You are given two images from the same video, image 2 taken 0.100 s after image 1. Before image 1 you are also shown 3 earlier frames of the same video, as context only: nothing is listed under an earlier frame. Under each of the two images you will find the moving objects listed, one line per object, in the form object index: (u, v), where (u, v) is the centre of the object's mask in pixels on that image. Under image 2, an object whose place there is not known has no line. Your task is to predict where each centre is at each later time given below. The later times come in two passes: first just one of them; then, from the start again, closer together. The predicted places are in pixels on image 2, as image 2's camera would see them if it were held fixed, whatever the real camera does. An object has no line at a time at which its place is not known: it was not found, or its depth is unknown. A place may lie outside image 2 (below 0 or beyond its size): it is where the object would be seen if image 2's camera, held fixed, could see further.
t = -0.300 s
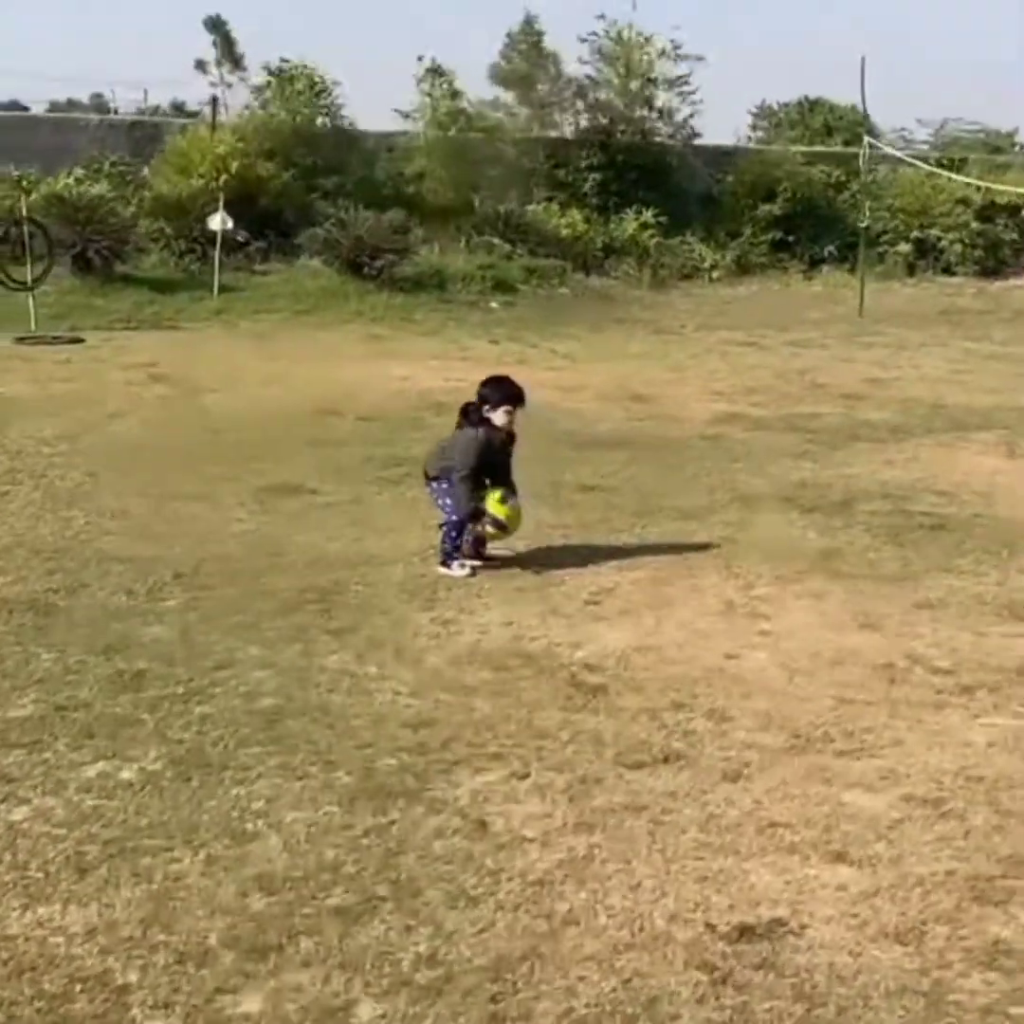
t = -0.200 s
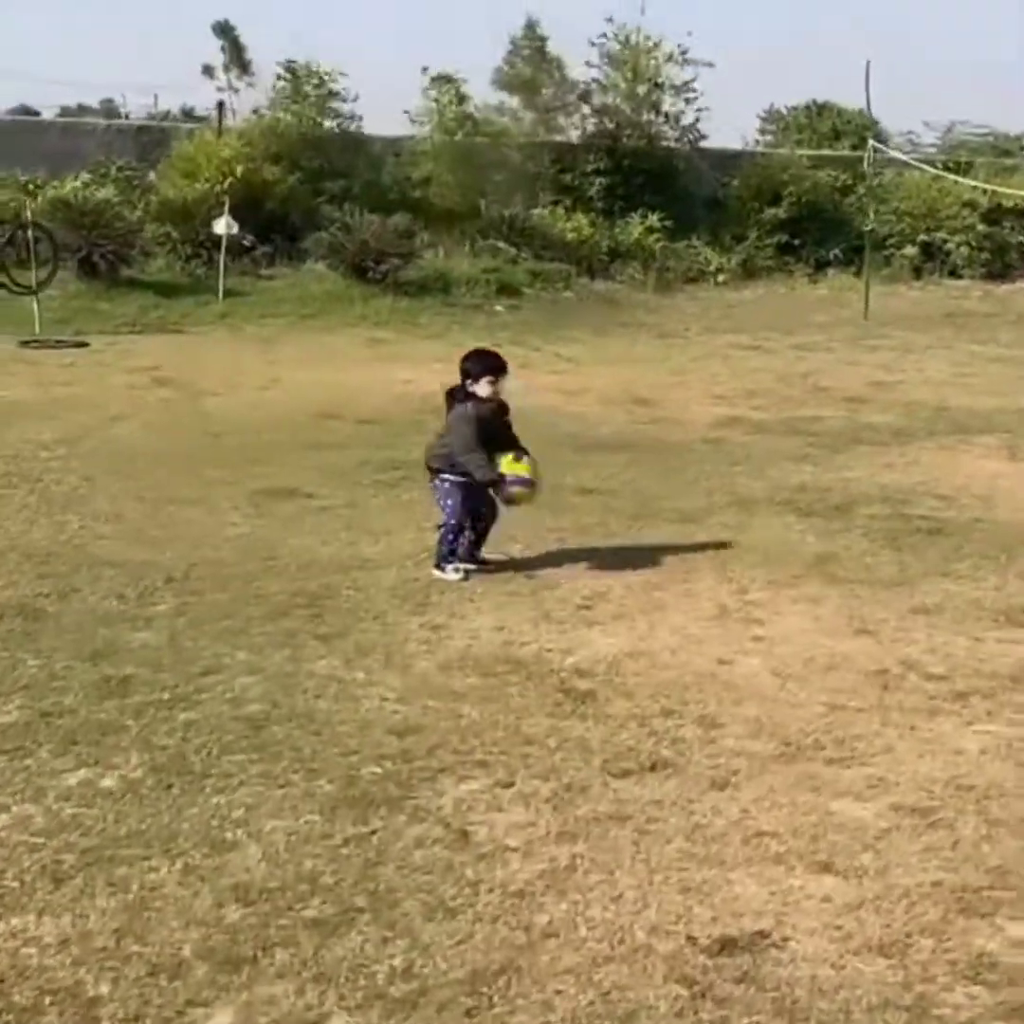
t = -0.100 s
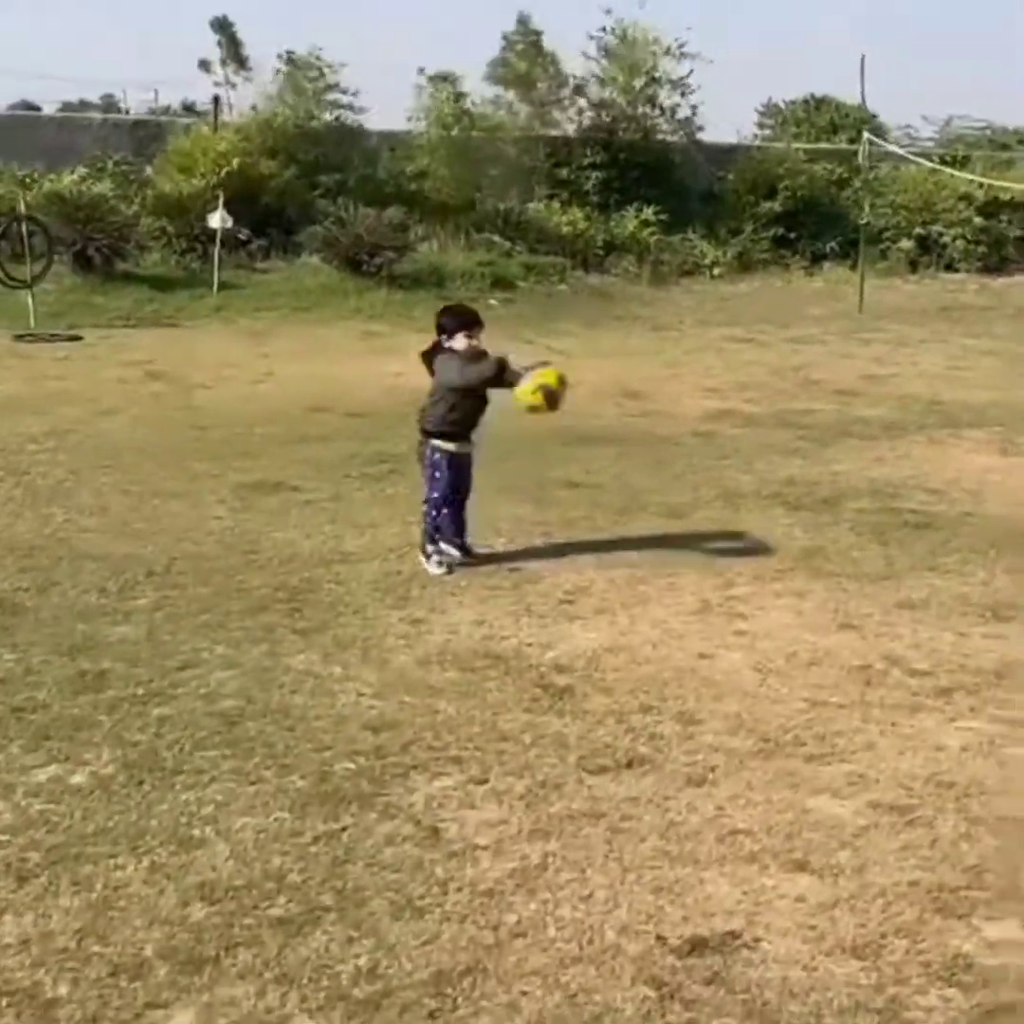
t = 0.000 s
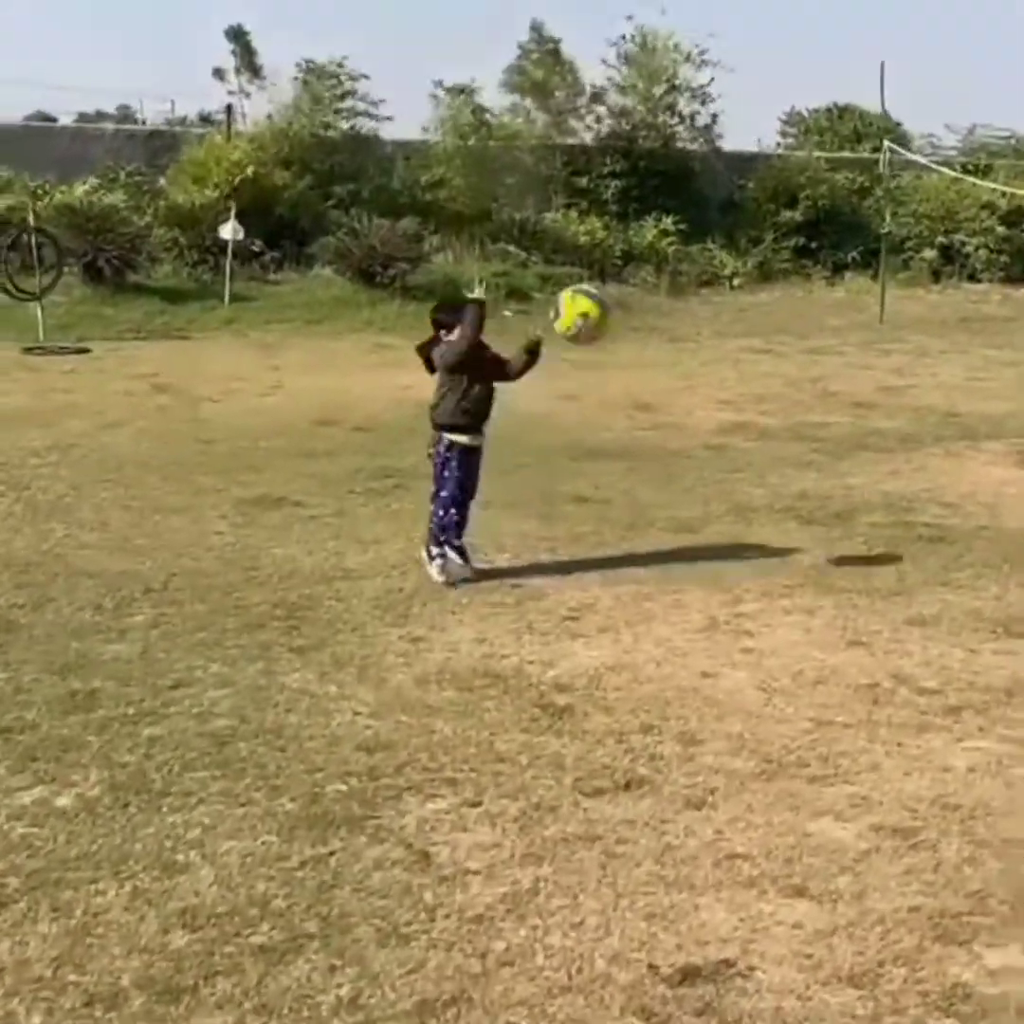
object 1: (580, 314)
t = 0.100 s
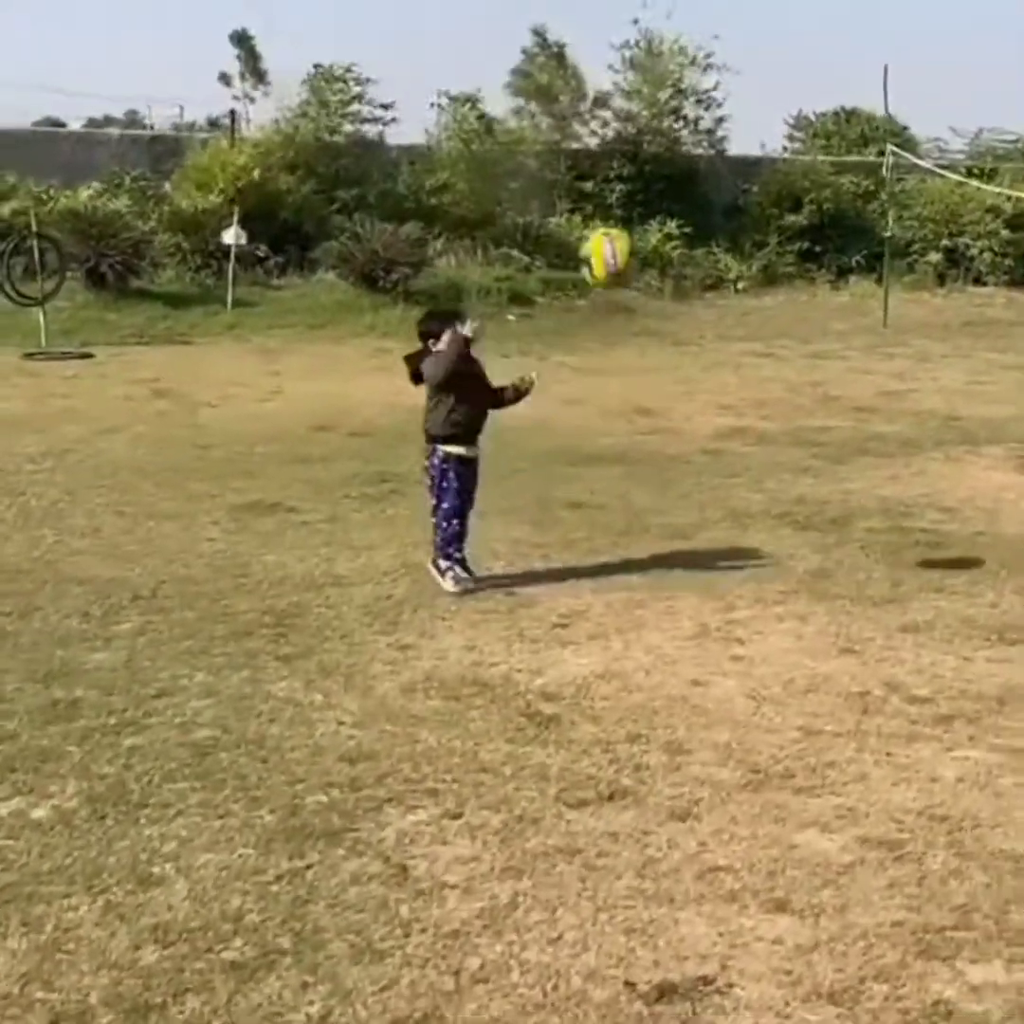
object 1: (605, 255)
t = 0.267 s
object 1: (657, 214)
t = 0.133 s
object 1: (614, 242)
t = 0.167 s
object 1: (627, 229)
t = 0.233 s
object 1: (644, 214)
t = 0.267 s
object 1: (657, 214)
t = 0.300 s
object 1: (667, 213)
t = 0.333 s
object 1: (678, 217)
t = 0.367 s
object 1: (686, 224)
